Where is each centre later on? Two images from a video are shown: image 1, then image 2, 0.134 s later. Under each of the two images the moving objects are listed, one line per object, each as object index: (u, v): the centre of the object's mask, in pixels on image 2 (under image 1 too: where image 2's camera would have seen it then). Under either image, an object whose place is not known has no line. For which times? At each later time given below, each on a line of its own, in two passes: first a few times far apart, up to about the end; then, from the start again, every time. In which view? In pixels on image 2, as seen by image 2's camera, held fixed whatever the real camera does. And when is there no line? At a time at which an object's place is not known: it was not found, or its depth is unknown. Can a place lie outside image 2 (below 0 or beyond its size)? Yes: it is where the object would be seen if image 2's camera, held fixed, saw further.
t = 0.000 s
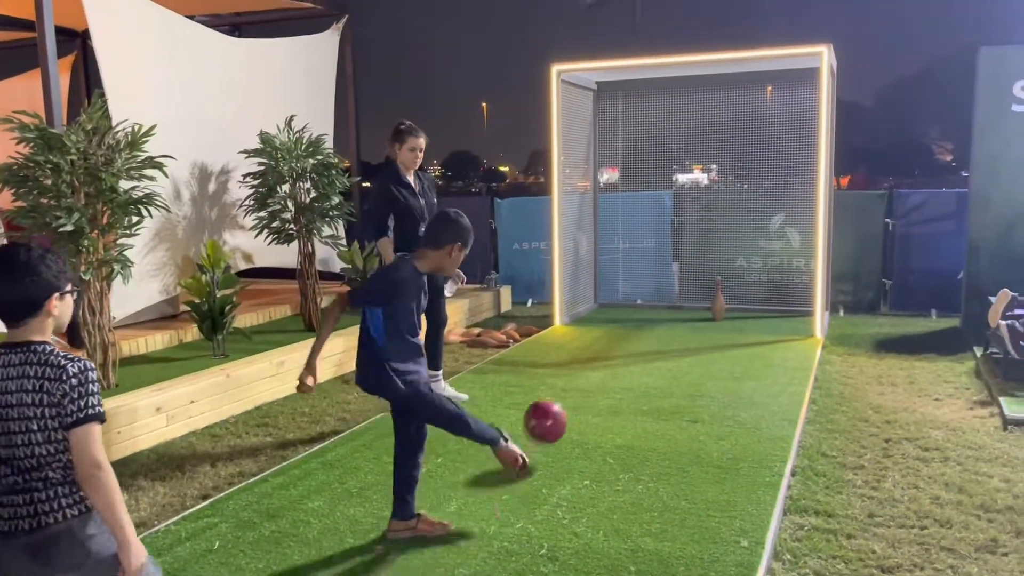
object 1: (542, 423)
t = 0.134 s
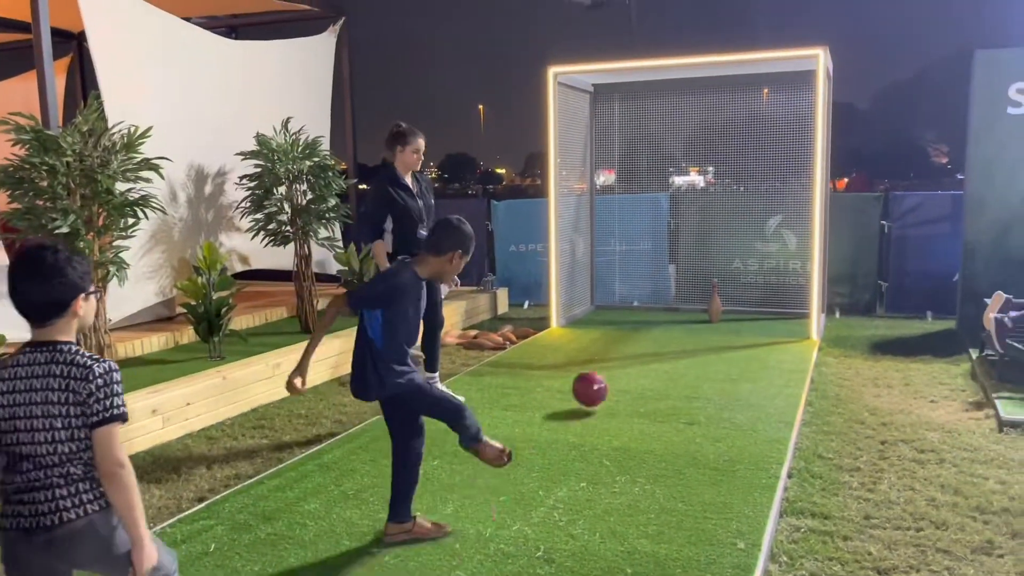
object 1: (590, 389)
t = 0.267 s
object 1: (617, 352)
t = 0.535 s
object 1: (651, 321)
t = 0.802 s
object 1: (669, 303)
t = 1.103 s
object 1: (671, 251)
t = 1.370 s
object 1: (666, 247)
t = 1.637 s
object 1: (661, 304)
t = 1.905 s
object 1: (667, 273)
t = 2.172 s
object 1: (668, 295)
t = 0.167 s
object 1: (599, 385)
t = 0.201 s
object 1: (606, 372)
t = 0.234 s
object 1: (611, 361)
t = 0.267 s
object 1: (617, 352)
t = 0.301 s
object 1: (622, 345)
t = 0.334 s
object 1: (628, 340)
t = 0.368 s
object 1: (632, 337)
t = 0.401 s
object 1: (637, 335)
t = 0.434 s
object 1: (642, 336)
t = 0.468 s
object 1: (645, 333)
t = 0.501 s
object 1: (648, 326)
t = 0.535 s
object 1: (651, 321)
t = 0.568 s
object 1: (654, 318)
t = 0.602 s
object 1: (657, 316)
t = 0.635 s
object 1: (658, 315)
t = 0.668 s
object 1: (660, 316)
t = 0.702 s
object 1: (663, 313)
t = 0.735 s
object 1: (666, 307)
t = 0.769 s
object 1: (668, 304)
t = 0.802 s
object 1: (669, 303)
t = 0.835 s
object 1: (671, 302)
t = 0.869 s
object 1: (673, 303)
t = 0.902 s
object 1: (674, 300)
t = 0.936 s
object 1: (675, 288)
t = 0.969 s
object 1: (674, 279)
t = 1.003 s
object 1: (672, 270)
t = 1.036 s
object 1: (673, 263)
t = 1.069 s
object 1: (671, 257)
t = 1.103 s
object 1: (671, 251)
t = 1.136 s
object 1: (671, 247)
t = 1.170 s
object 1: (670, 244)
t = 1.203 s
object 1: (670, 242)
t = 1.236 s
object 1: (669, 242)
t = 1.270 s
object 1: (668, 242)
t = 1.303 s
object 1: (667, 242)
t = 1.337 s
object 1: (666, 244)
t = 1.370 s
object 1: (666, 247)
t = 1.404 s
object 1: (665, 252)
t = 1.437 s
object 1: (664, 258)
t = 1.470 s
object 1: (663, 264)
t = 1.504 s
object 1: (663, 273)
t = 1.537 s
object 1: (663, 281)
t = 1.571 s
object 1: (662, 291)
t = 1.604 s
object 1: (660, 301)
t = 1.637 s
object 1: (661, 304)
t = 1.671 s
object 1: (662, 297)
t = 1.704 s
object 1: (663, 290)
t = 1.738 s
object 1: (663, 284)
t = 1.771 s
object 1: (664, 279)
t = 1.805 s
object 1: (665, 276)
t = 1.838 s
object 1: (666, 274)
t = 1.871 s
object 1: (667, 273)
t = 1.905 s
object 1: (667, 273)
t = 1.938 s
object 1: (667, 273)
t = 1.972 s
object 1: (669, 275)
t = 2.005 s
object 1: (670, 277)
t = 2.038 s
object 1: (670, 280)
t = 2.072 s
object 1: (670, 281)
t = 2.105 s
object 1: (669, 285)
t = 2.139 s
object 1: (669, 290)
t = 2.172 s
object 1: (668, 295)
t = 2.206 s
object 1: (667, 302)
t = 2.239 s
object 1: (667, 302)
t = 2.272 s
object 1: (667, 299)
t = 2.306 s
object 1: (667, 295)
